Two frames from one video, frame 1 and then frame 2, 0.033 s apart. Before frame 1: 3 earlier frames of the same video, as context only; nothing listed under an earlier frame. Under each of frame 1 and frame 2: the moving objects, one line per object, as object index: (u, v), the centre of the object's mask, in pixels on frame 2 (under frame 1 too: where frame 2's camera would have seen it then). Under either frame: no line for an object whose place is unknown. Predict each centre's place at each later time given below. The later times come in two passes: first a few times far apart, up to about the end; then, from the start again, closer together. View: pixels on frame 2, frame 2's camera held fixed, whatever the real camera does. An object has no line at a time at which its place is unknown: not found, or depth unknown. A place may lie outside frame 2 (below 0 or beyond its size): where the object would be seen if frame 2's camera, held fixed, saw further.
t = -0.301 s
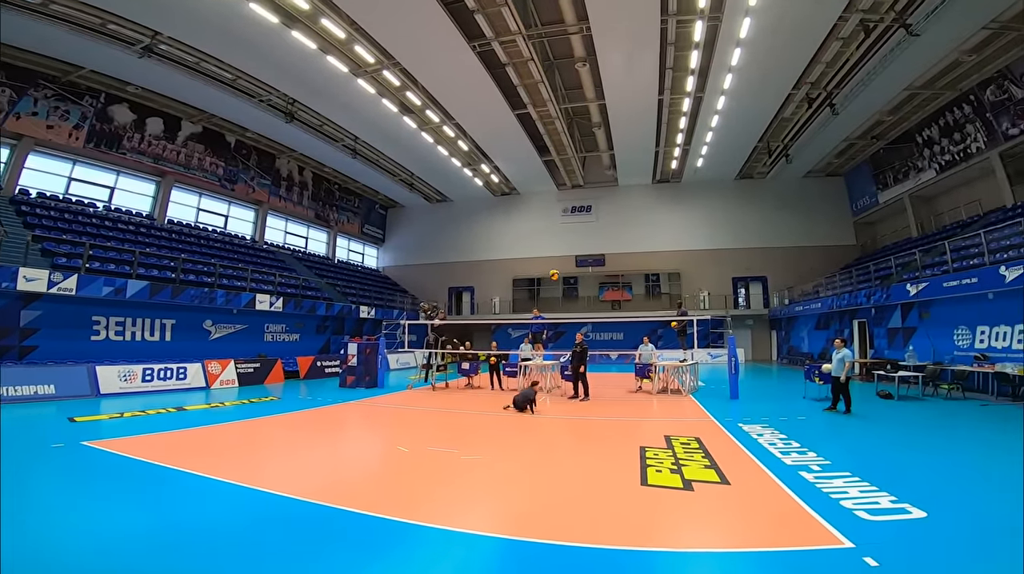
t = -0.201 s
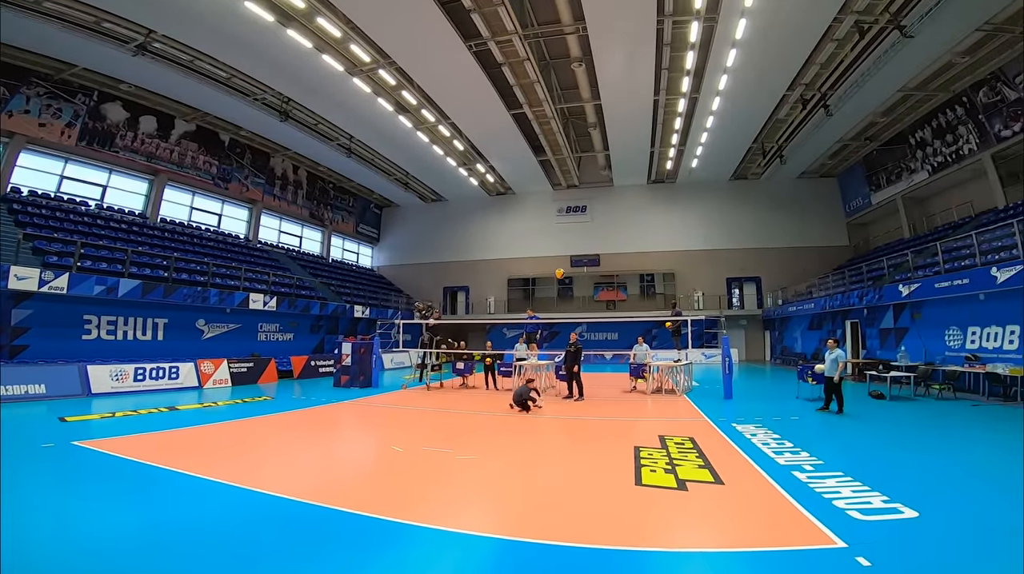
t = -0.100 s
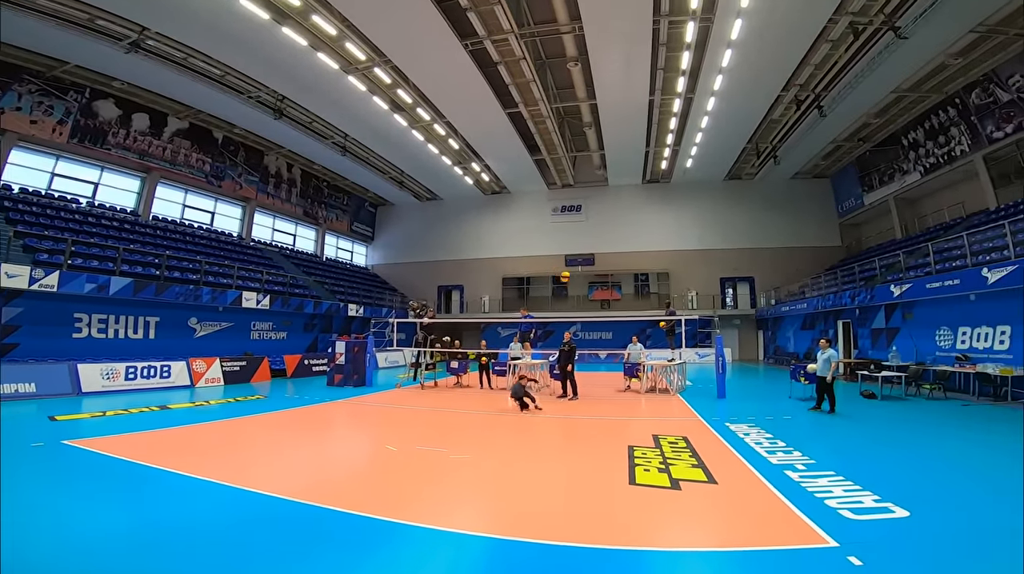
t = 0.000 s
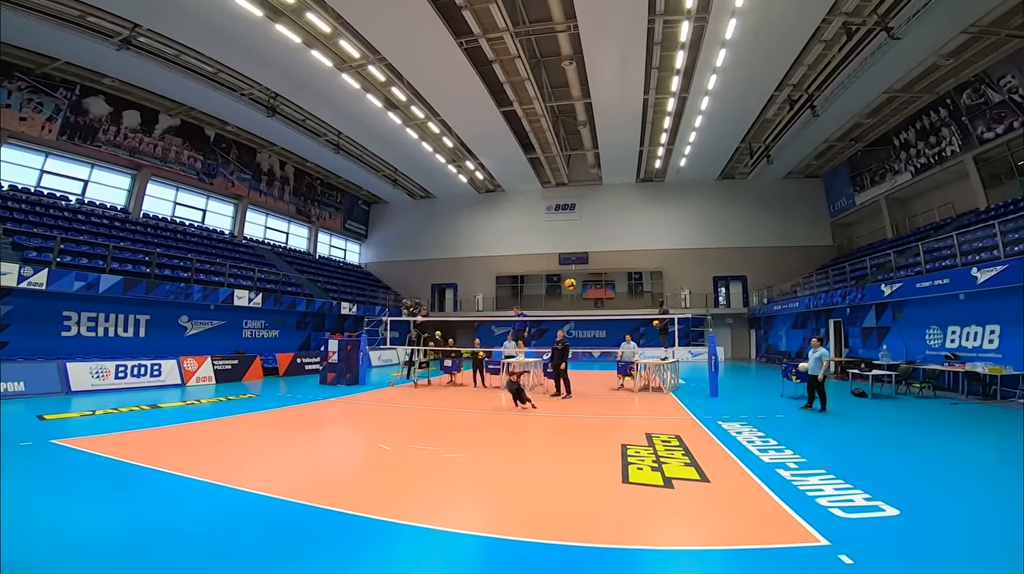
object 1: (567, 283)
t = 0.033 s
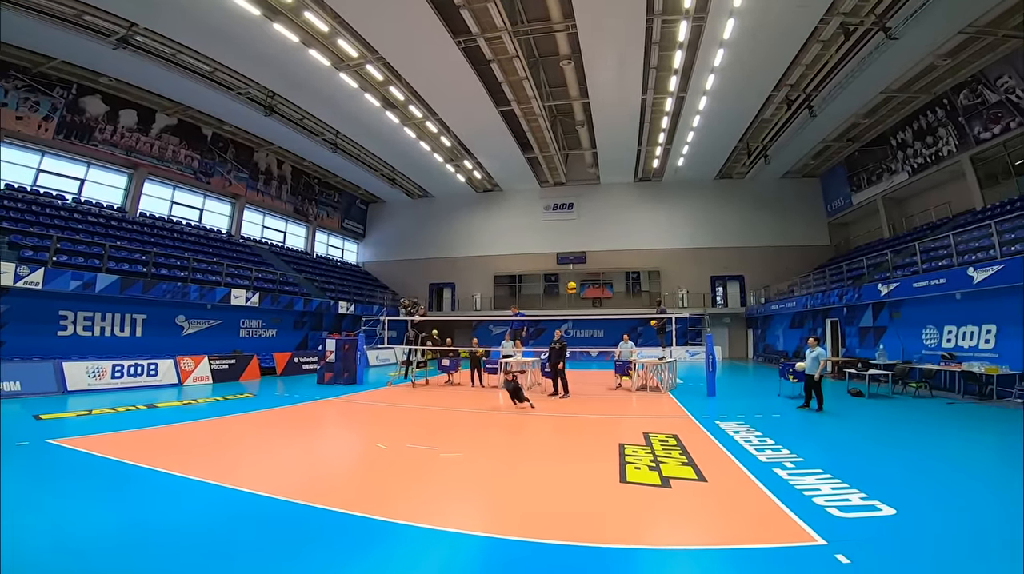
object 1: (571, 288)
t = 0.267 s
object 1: (598, 332)
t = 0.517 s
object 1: (632, 410)
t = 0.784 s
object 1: (633, 387)
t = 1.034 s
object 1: (627, 363)
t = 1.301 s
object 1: (622, 370)
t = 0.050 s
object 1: (573, 289)
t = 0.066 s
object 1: (575, 292)
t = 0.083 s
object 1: (577, 295)
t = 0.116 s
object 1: (581, 300)
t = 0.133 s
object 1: (583, 303)
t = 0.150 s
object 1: (585, 306)
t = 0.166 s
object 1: (587, 309)
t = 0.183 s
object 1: (588, 312)
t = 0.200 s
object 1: (590, 317)
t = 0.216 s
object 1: (592, 320)
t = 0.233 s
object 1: (595, 324)
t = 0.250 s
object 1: (597, 329)
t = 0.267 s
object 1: (598, 332)
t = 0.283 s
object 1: (600, 336)
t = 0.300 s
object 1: (602, 340)
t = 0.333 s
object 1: (607, 350)
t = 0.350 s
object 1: (608, 354)
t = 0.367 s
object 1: (610, 359)
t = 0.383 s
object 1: (613, 364)
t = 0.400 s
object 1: (616, 370)
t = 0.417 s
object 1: (618, 374)
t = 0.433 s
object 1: (620, 381)
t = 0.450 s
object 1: (622, 385)
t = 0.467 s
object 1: (624, 391)
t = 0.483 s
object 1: (627, 397)
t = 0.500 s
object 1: (629, 403)
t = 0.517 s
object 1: (632, 410)
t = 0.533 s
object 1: (635, 415)
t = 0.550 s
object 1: (638, 422)
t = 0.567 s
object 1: (640, 429)
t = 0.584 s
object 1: (641, 429)
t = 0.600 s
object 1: (641, 424)
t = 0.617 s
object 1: (640, 420)
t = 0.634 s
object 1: (640, 417)
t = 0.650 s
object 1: (639, 413)
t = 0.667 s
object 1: (639, 410)
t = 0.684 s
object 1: (638, 407)
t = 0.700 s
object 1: (638, 403)
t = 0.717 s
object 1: (636, 400)
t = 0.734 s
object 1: (636, 396)
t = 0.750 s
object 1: (635, 393)
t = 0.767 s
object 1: (634, 390)
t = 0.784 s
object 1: (633, 387)
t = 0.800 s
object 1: (632, 385)
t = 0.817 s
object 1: (632, 382)
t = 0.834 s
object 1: (631, 380)
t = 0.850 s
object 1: (630, 374)
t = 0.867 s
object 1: (631, 370)
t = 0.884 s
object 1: (630, 371)
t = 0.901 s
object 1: (630, 369)
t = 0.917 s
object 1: (630, 368)
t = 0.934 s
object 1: (629, 366)
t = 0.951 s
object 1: (629, 367)
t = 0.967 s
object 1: (628, 365)
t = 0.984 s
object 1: (628, 364)
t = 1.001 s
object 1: (628, 362)
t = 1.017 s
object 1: (628, 361)
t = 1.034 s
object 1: (627, 363)
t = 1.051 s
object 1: (627, 362)
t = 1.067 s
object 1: (627, 359)
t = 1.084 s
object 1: (626, 363)
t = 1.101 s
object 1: (626, 363)
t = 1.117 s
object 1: (626, 363)
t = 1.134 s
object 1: (626, 363)
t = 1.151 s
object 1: (626, 363)
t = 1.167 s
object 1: (625, 362)
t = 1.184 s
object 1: (624, 362)
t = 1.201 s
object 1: (624, 364)
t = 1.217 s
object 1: (624, 366)
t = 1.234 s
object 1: (624, 366)
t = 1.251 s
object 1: (623, 367)
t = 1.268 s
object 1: (623, 368)
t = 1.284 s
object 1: (623, 369)
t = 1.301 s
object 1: (622, 370)
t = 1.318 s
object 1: (623, 372)
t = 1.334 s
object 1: (623, 374)
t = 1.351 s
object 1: (622, 377)
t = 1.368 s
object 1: (622, 380)
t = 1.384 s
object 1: (623, 382)
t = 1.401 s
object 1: (623, 384)
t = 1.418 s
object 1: (623, 389)
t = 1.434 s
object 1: (623, 393)
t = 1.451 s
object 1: (624, 397)
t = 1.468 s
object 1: (626, 402)
